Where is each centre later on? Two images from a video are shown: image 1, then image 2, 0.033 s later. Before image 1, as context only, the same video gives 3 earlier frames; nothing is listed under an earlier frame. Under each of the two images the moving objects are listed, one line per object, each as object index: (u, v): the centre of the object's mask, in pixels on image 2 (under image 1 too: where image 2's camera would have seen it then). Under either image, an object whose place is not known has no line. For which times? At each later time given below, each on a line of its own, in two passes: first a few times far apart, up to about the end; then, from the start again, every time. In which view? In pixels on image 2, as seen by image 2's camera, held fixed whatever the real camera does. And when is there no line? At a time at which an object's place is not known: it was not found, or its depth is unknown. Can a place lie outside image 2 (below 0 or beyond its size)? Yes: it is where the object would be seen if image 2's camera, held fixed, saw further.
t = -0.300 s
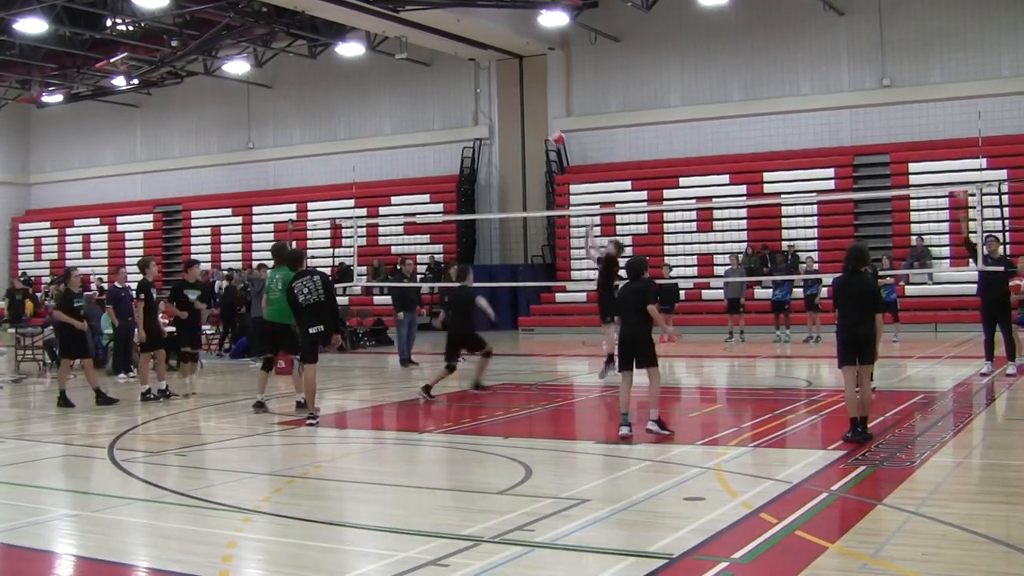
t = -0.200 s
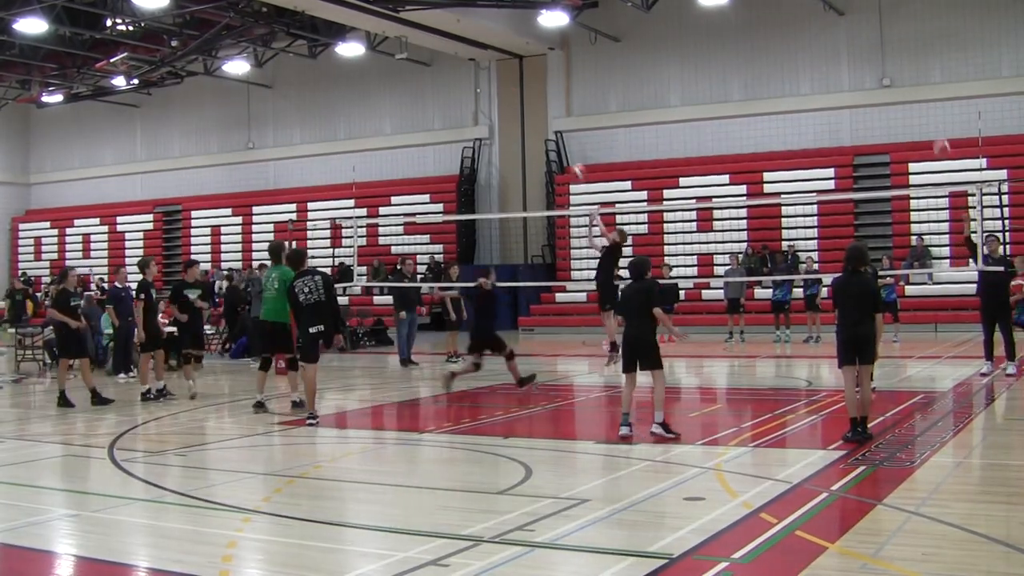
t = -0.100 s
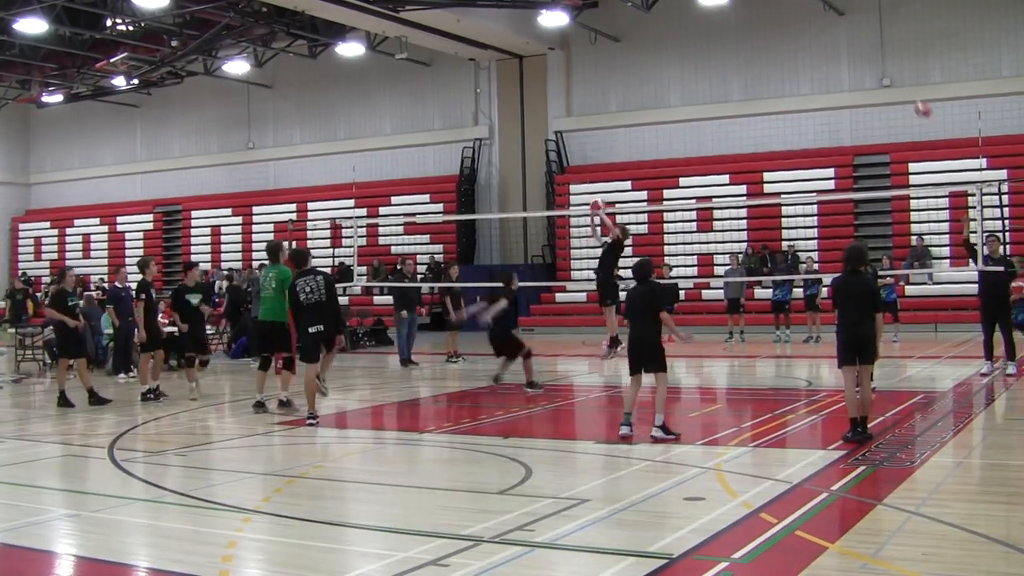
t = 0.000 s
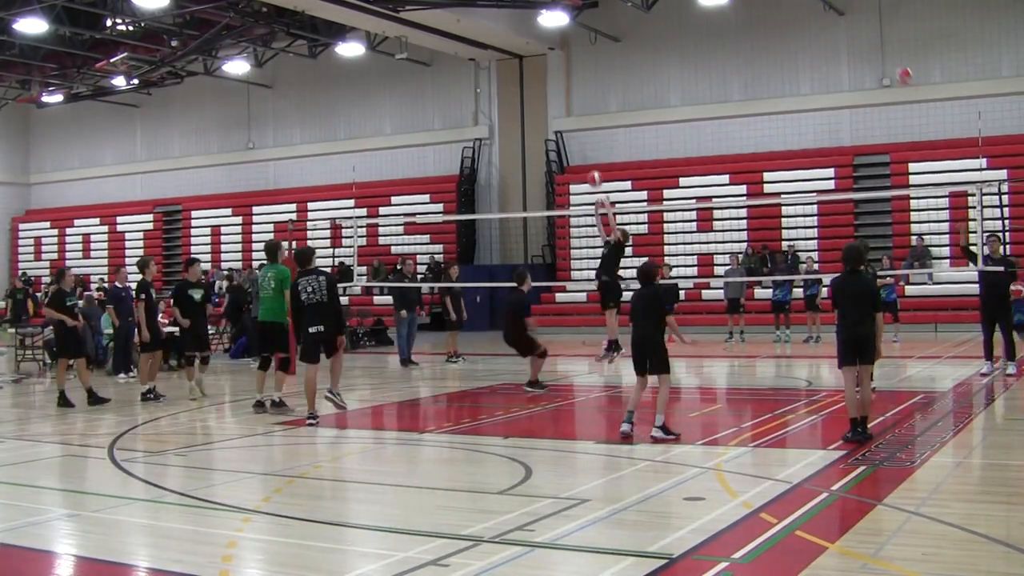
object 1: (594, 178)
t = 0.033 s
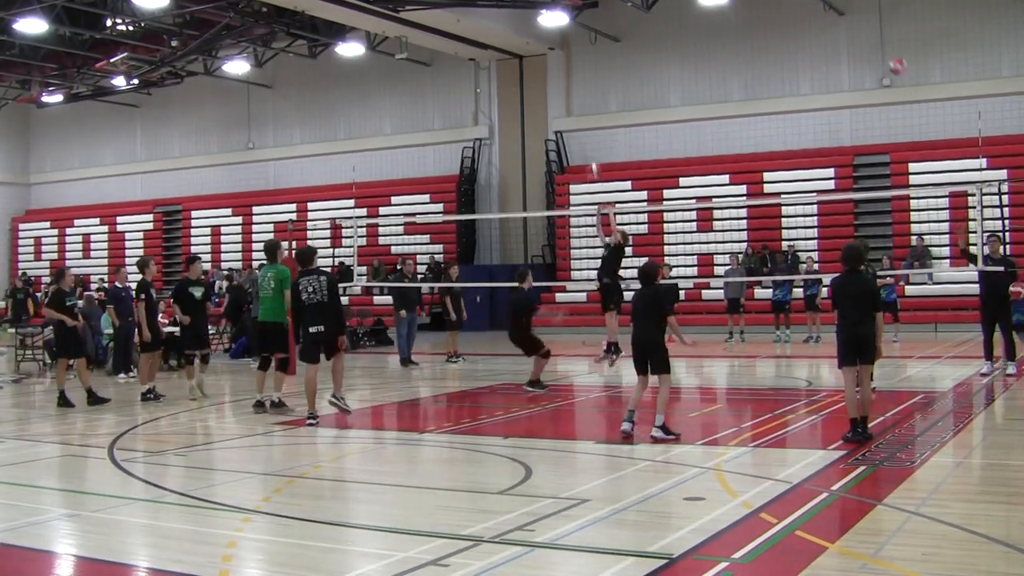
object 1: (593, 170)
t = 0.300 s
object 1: (582, 133)
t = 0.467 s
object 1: (575, 135)
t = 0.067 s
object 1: (592, 164)
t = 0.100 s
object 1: (590, 156)
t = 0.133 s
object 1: (589, 150)
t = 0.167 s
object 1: (587, 145)
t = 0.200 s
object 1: (585, 141)
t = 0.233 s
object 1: (584, 137)
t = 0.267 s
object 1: (583, 135)
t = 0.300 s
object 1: (582, 133)
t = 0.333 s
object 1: (580, 132)
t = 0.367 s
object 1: (578, 131)
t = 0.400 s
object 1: (577, 131)
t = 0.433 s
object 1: (576, 133)
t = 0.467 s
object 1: (575, 135)
